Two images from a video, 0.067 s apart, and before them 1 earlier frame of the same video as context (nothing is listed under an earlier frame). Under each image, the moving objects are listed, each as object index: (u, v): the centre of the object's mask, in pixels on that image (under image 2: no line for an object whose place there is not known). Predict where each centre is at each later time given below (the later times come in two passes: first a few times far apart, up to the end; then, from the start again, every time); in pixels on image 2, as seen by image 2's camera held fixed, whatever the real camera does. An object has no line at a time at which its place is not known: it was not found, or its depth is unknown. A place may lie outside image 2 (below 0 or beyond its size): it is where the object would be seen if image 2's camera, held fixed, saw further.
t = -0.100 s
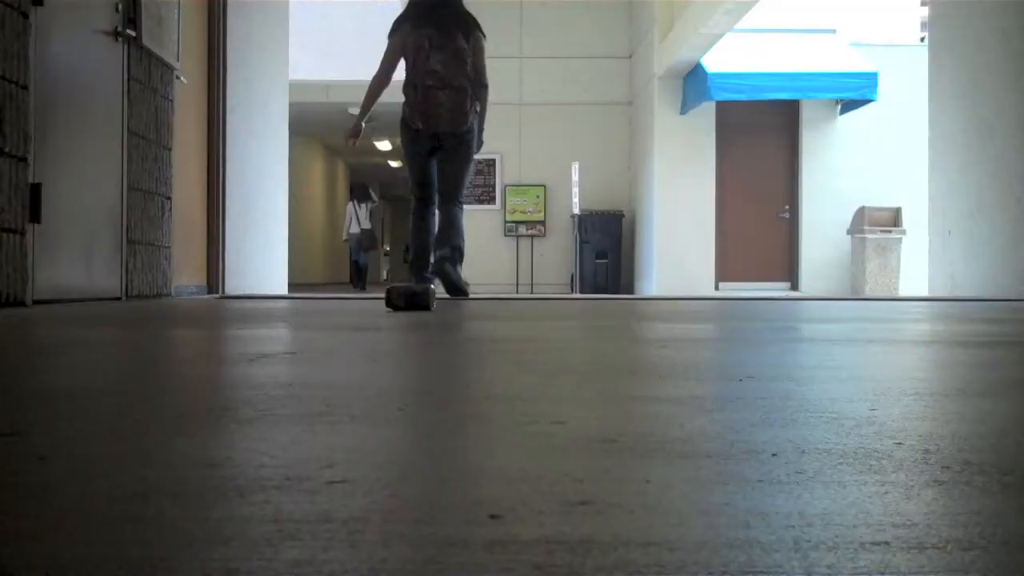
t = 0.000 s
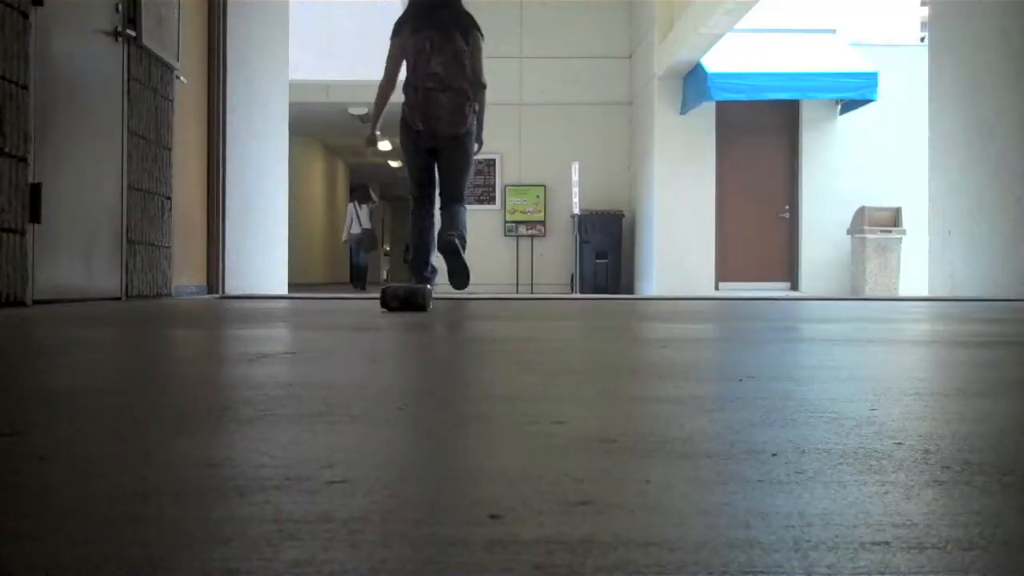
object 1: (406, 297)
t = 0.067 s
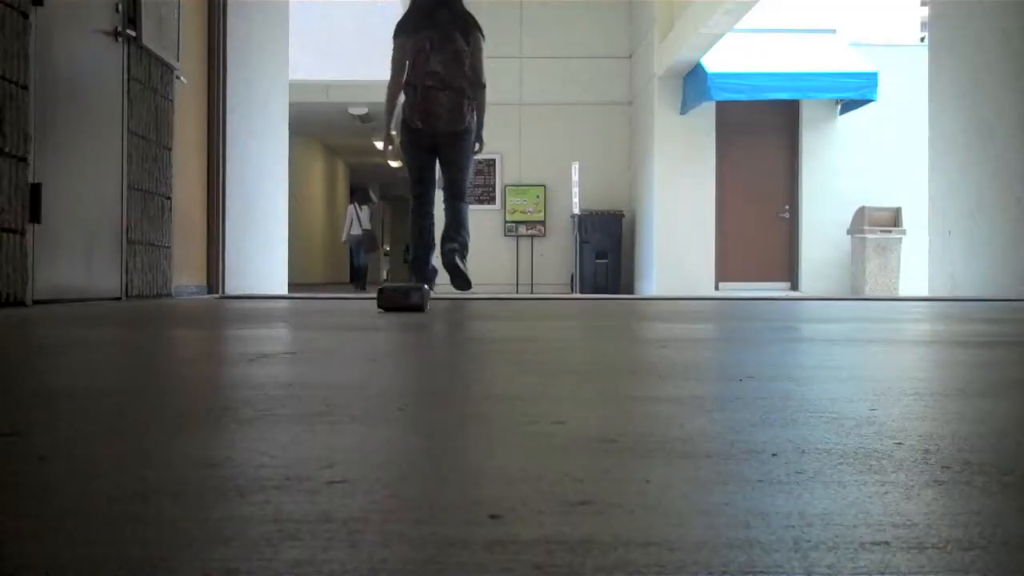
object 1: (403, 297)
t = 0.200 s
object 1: (397, 298)
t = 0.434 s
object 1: (386, 299)
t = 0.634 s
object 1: (376, 300)
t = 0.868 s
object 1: (363, 302)
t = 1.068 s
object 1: (350, 304)
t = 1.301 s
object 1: (334, 306)
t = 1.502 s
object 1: (318, 308)
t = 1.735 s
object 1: (297, 309)
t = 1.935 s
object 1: (278, 310)
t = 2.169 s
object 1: (254, 313)
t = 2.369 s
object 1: (230, 315)
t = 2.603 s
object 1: (200, 318)
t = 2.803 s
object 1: (172, 320)
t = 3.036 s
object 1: (135, 324)
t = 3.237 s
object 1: (100, 328)
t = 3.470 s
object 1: (62, 335)
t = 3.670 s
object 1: (43, 338)
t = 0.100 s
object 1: (402, 298)
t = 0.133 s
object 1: (400, 297)
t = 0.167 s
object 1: (398, 298)
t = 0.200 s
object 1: (397, 298)
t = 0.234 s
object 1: (395, 298)
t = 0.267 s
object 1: (394, 298)
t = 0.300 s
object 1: (392, 298)
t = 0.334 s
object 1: (391, 298)
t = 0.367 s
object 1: (390, 299)
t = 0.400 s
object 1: (388, 299)
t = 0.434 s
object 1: (386, 299)
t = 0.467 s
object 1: (385, 299)
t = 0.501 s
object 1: (383, 300)
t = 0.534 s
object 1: (381, 300)
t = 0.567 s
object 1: (379, 300)
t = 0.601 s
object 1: (378, 300)
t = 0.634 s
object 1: (376, 300)
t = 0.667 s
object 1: (374, 301)
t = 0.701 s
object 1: (372, 301)
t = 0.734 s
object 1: (370, 301)
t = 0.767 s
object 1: (368, 301)
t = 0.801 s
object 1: (367, 302)
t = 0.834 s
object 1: (365, 302)
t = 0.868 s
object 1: (363, 302)
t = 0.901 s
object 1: (361, 302)
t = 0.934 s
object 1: (359, 302)
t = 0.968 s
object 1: (357, 303)
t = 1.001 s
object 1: (354, 303)
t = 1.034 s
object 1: (352, 303)
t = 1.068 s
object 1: (350, 304)
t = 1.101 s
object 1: (348, 304)
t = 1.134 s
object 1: (346, 305)
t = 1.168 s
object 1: (343, 305)
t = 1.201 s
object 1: (341, 305)
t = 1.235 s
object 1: (339, 305)
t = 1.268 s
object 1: (336, 306)
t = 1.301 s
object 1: (334, 306)
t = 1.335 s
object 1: (331, 306)
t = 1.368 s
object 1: (329, 306)
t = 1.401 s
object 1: (326, 307)
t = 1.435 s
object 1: (323, 307)
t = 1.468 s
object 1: (321, 307)
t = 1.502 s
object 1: (318, 308)
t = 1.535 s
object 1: (315, 308)
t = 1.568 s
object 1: (312, 308)
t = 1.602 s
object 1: (309, 308)
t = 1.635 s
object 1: (306, 308)
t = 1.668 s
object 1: (303, 308)
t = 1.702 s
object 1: (300, 308)
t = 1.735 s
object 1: (297, 309)
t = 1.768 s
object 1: (294, 309)
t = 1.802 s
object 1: (291, 309)
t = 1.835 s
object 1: (288, 309)
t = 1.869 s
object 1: (285, 310)
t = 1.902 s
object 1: (282, 310)
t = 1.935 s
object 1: (278, 310)
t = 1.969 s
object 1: (275, 310)
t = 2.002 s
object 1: (272, 311)
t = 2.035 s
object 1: (268, 311)
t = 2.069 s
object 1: (265, 312)
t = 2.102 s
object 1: (262, 312)
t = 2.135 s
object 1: (258, 312)
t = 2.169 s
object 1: (254, 313)
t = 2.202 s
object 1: (250, 313)
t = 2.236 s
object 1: (246, 314)
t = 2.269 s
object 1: (242, 314)
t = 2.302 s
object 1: (238, 315)
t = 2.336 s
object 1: (234, 315)
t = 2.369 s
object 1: (230, 315)
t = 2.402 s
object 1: (226, 316)
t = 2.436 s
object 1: (222, 316)
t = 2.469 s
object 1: (218, 316)
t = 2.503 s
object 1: (213, 316)
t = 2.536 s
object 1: (209, 317)
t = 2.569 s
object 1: (205, 317)
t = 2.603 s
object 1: (200, 318)
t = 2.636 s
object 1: (195, 318)
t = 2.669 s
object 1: (191, 318)
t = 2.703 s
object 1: (186, 319)
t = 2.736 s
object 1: (181, 319)
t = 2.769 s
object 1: (177, 320)
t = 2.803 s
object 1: (172, 320)
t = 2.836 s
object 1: (167, 321)
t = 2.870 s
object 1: (162, 321)
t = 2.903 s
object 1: (157, 321)
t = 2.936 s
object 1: (152, 322)
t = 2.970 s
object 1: (146, 323)
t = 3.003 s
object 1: (141, 323)
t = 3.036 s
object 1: (135, 324)
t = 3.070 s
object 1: (130, 324)
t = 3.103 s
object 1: (124, 325)
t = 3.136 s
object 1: (118, 326)
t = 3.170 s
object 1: (112, 326)
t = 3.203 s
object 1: (106, 327)
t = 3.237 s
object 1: (100, 328)
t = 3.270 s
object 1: (94, 328)
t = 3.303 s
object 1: (87, 329)
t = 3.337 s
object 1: (81, 330)
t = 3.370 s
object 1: (75, 331)
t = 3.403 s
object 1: (71, 332)
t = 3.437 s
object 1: (66, 333)
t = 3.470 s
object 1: (62, 335)
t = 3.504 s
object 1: (60, 335)
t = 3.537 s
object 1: (56, 336)
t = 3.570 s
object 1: (53, 336)
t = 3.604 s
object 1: (50, 337)
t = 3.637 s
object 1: (46, 338)
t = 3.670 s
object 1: (43, 338)
